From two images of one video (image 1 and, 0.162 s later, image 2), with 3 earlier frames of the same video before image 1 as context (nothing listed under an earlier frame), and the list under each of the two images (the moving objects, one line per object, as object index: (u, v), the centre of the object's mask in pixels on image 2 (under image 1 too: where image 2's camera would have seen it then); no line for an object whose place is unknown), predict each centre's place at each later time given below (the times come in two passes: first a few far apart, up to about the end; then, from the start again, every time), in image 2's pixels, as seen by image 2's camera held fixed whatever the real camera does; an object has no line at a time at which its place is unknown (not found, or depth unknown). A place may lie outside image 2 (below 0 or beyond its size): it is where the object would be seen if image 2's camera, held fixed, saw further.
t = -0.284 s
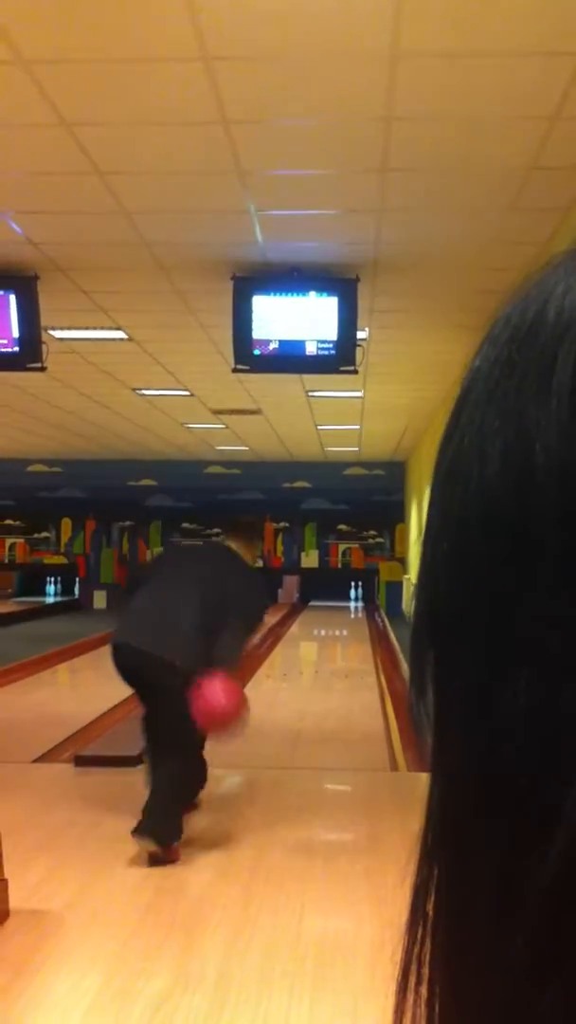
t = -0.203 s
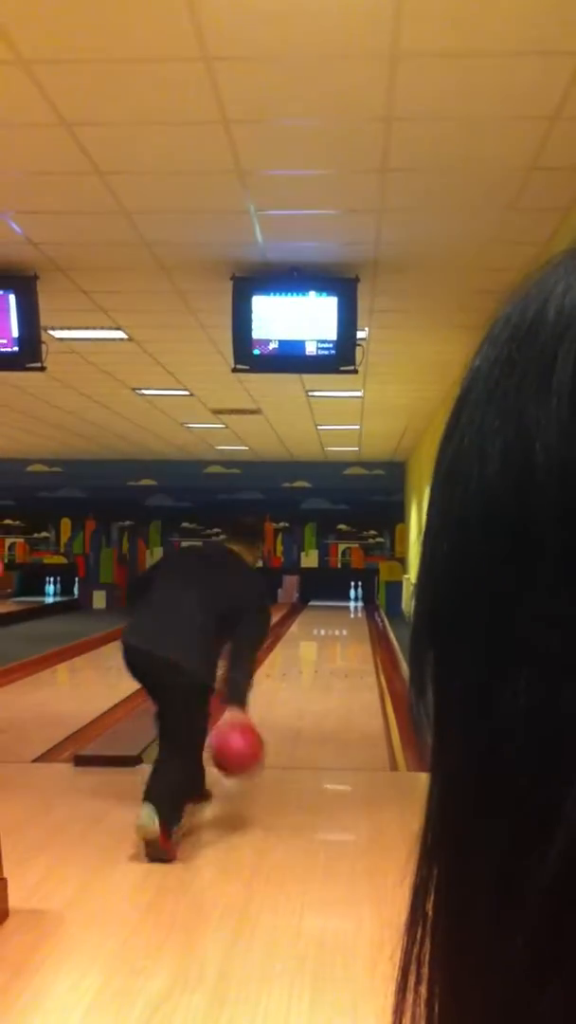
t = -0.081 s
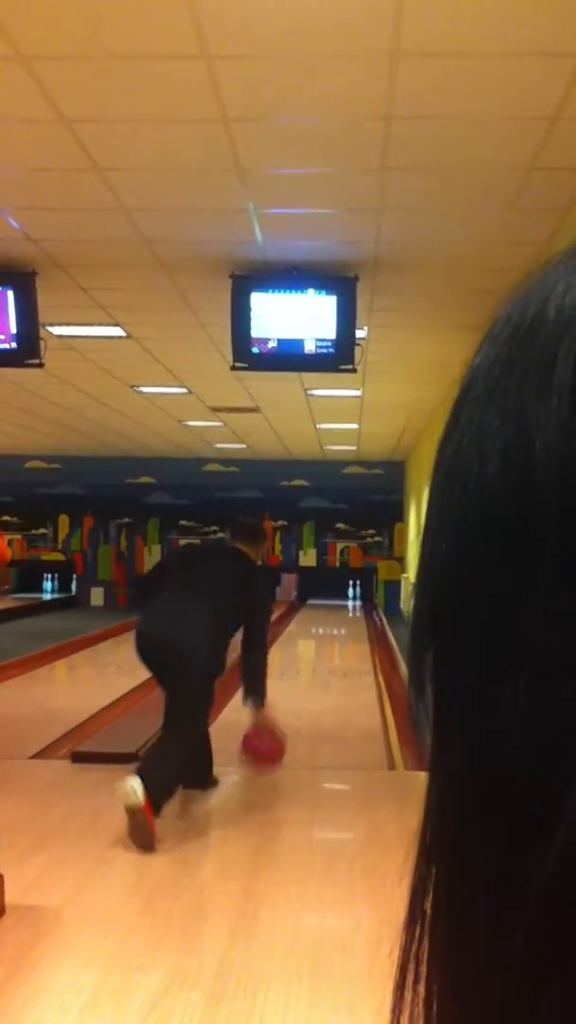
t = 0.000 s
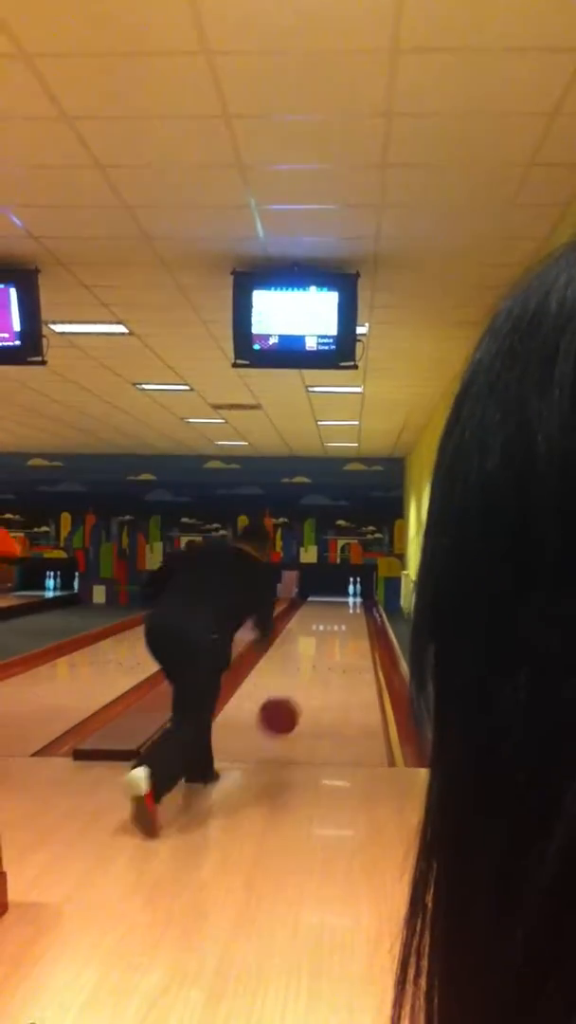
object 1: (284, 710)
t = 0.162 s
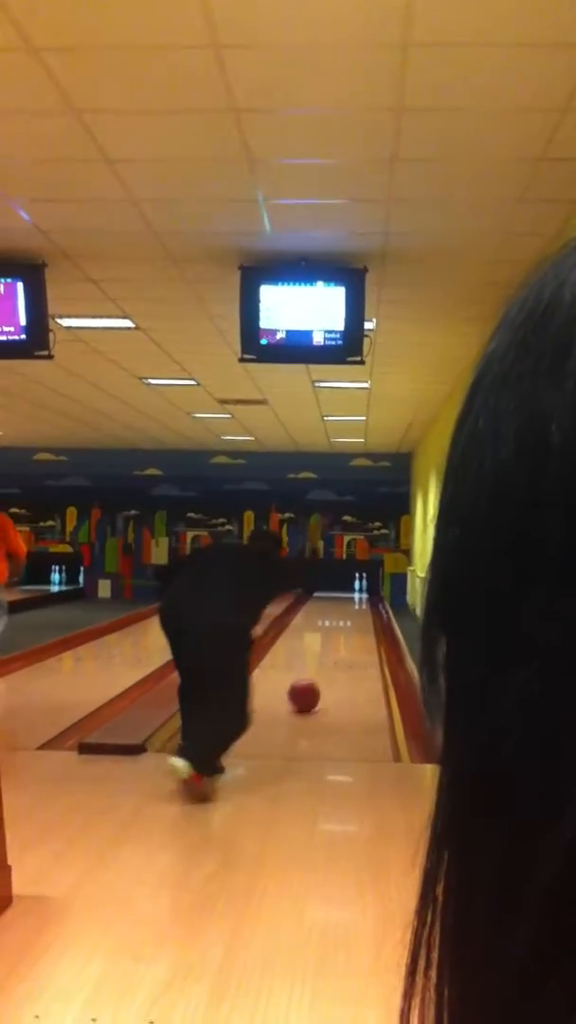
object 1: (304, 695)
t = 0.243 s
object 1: (312, 683)
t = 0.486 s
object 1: (334, 653)
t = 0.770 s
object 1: (340, 632)
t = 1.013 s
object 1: (347, 619)
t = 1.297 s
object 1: (354, 608)
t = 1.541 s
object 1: (356, 601)
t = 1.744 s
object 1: (359, 596)
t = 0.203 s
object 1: (308, 689)
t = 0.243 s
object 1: (312, 683)
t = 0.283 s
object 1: (315, 677)
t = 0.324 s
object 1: (318, 671)
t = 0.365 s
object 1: (320, 667)
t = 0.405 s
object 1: (324, 662)
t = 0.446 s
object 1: (323, 662)
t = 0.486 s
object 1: (334, 653)
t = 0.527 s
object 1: (331, 650)
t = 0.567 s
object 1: (332, 646)
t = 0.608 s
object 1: (333, 643)
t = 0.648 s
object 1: (335, 640)
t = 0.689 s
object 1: (336, 637)
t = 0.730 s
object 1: (338, 634)
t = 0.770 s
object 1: (340, 632)
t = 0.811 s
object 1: (341, 629)
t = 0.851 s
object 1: (343, 627)
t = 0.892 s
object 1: (344, 625)
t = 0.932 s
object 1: (345, 623)
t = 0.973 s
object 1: (346, 621)
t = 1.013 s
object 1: (347, 619)
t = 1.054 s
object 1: (348, 618)
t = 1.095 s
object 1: (350, 616)
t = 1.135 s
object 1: (350, 615)
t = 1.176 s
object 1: (350, 613)
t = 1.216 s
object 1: (351, 611)
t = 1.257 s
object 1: (352, 609)
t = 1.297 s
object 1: (354, 608)
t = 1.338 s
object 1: (354, 607)
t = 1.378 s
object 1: (354, 606)
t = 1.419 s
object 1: (355, 604)
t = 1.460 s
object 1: (355, 603)
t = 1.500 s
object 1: (355, 602)
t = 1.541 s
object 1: (356, 601)
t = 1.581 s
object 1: (357, 600)
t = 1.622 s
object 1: (357, 600)
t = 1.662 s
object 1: (357, 598)
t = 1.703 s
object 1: (358, 597)
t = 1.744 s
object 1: (359, 596)
